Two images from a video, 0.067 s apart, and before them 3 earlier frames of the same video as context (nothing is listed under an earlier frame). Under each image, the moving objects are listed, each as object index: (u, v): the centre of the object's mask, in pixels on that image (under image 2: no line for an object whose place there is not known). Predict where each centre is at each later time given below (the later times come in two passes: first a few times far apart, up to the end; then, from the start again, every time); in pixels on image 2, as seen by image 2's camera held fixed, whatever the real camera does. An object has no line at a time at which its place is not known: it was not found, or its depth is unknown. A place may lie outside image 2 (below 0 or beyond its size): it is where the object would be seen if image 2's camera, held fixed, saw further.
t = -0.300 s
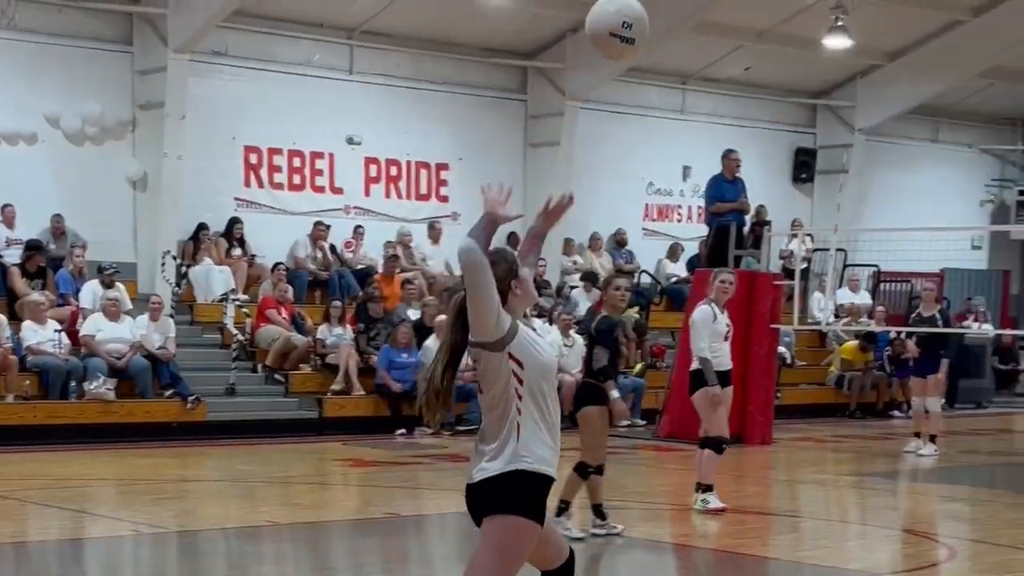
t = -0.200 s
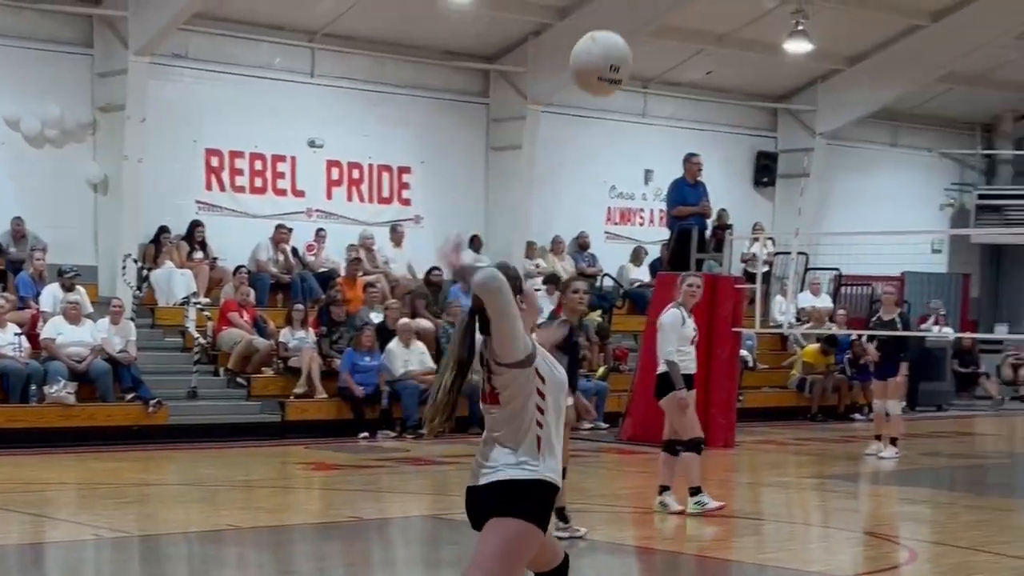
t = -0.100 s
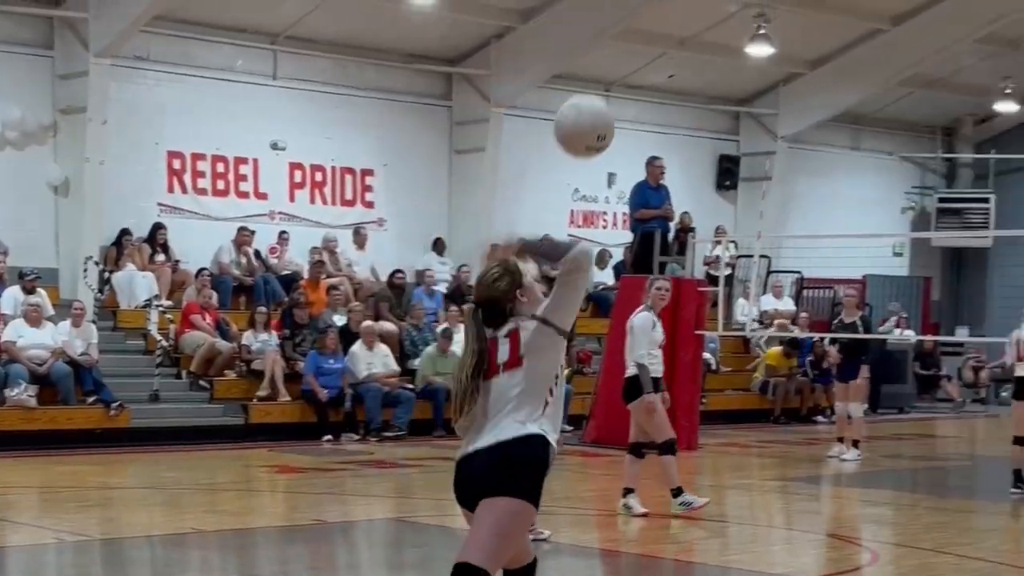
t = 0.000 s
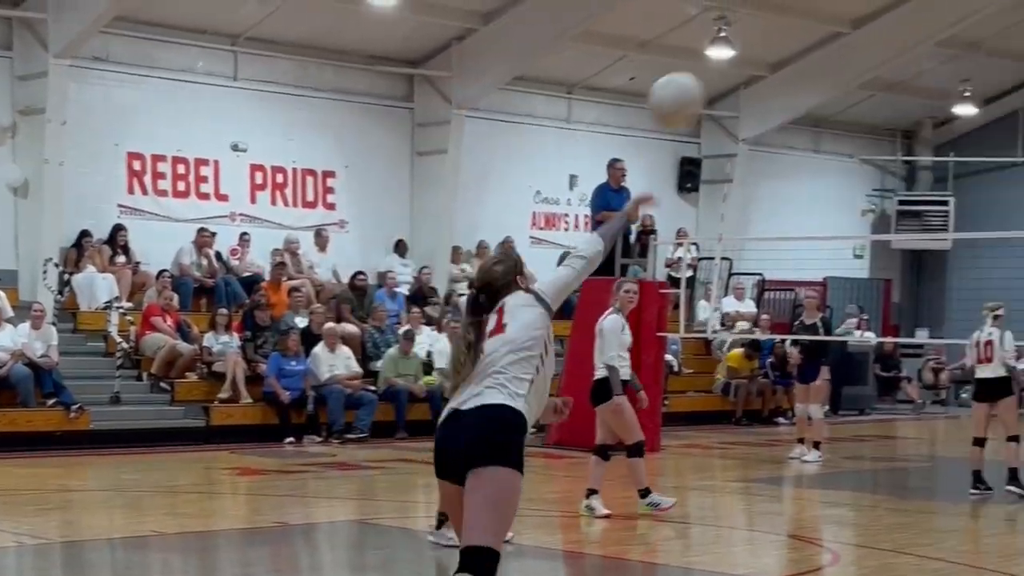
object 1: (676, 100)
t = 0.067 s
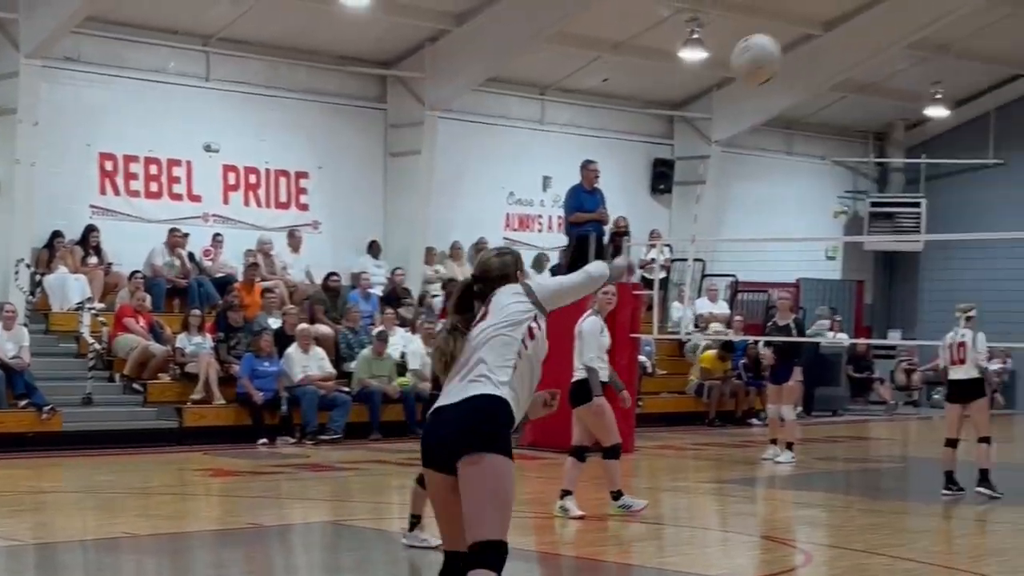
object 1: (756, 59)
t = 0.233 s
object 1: (943, 17)
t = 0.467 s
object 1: (1100, 42)
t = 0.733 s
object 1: (1213, 147)
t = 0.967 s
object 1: (1279, 275)
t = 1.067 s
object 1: (1304, 336)
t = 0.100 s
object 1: (801, 43)
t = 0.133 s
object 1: (842, 31)
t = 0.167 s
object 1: (879, 25)
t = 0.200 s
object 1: (912, 21)
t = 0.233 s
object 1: (943, 17)
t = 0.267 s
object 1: (972, 15)
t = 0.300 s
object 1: (998, 16)
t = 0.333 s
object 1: (1022, 18)
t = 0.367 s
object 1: (1044, 22)
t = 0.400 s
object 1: (1064, 28)
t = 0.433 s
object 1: (1083, 33)
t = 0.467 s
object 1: (1100, 42)
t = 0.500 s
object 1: (1117, 52)
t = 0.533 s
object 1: (1133, 63)
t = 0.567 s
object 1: (1148, 74)
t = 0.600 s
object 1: (1162, 87)
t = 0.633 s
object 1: (1176, 101)
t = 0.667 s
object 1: (1189, 116)
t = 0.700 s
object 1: (1201, 131)
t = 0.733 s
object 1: (1213, 147)
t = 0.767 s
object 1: (1224, 163)
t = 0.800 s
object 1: (1235, 181)
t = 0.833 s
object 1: (1245, 199)
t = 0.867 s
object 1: (1254, 213)
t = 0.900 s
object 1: (1263, 236)
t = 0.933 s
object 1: (1271, 254)
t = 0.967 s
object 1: (1279, 275)
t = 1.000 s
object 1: (1288, 295)
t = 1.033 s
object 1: (1295, 315)
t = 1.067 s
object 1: (1304, 336)
